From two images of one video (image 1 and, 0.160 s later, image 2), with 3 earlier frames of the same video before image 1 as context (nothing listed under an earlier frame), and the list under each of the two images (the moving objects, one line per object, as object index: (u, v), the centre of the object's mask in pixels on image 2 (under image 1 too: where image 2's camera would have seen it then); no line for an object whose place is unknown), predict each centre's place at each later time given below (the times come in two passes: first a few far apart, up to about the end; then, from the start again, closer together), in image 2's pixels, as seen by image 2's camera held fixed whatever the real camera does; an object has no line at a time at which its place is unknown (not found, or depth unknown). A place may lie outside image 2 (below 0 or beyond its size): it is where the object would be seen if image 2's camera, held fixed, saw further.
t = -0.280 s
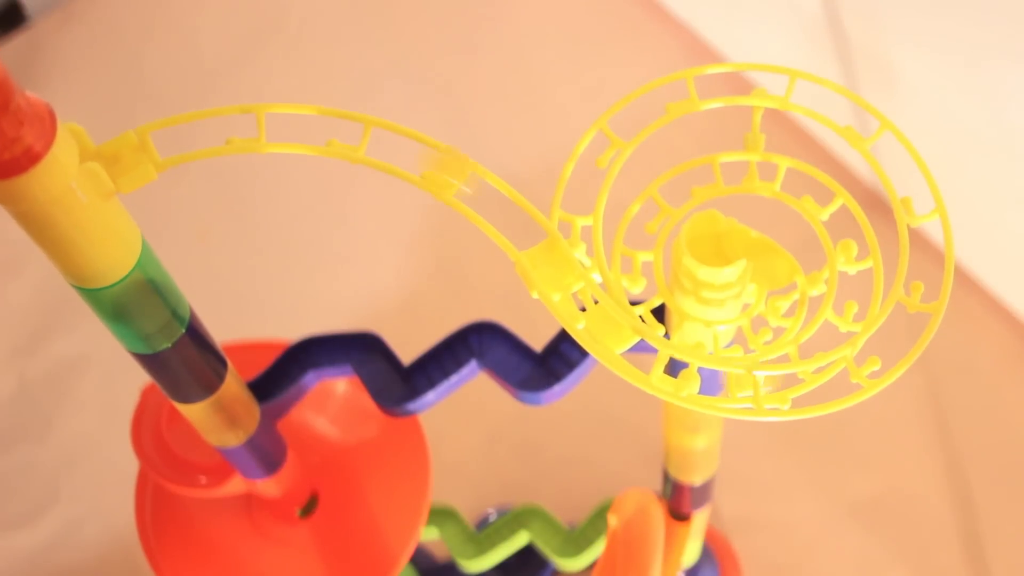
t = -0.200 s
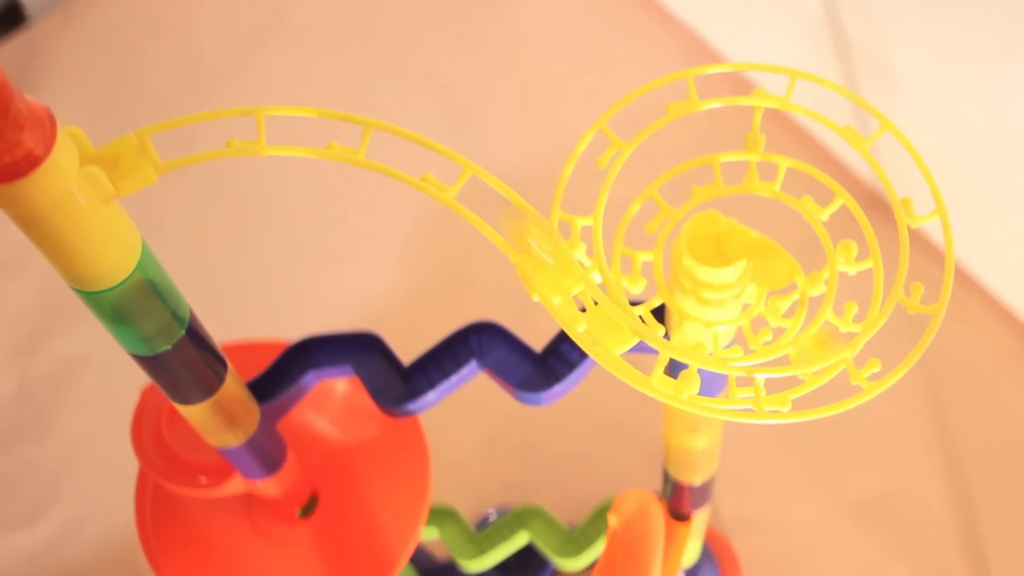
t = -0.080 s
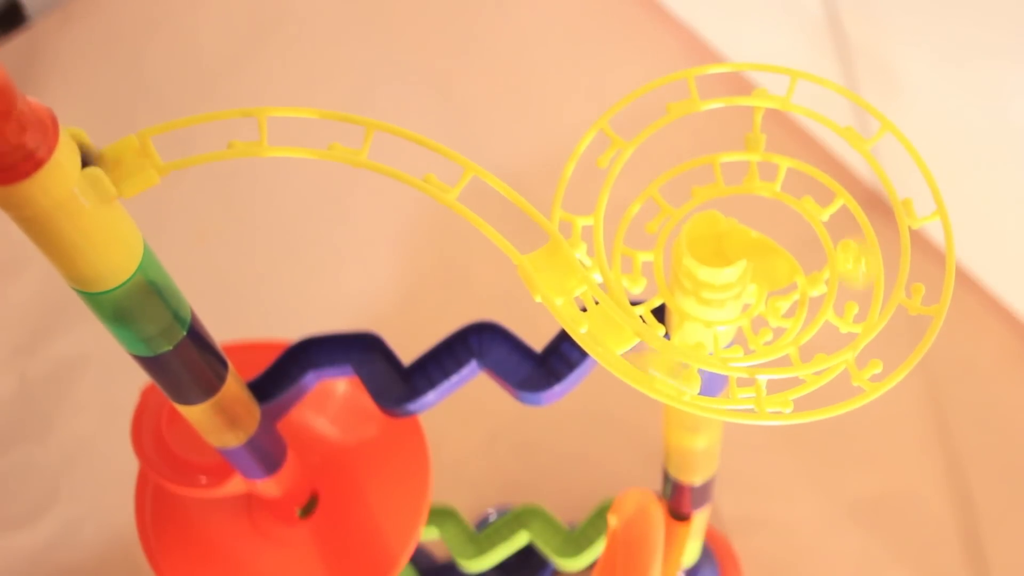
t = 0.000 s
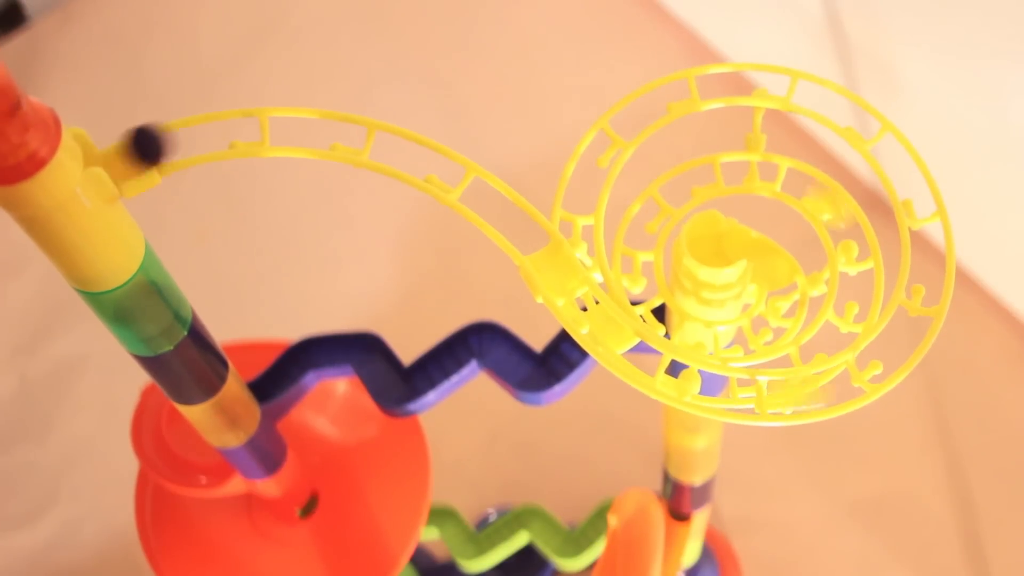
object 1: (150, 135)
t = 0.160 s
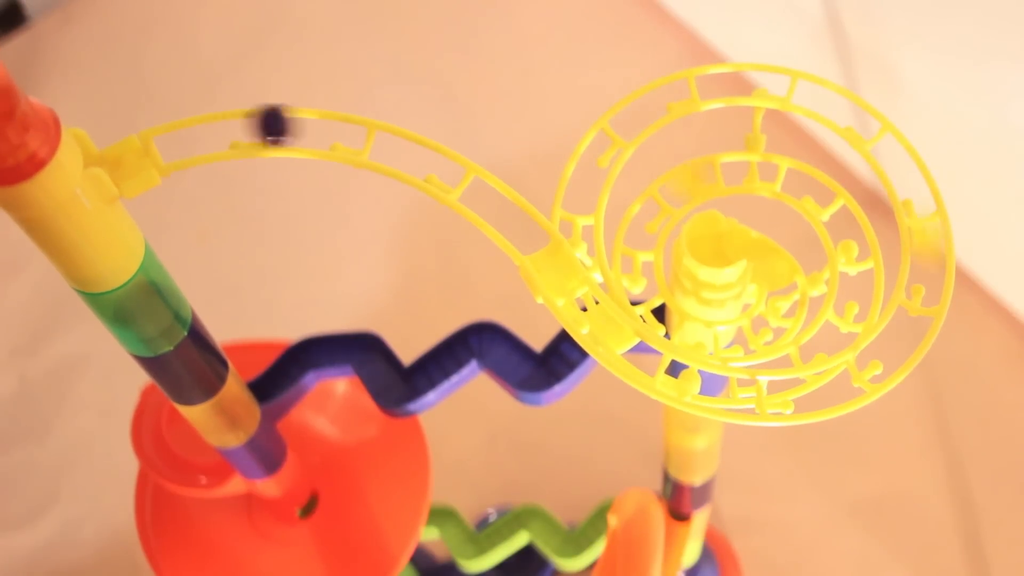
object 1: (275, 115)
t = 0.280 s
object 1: (396, 138)
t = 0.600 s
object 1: (783, 388)
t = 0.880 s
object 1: (877, 133)
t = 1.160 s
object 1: (615, 128)
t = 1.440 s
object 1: (663, 359)
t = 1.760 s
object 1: (853, 244)
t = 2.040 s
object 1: (640, 236)
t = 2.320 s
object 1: (779, 269)
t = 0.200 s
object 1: (312, 118)
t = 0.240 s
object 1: (355, 125)
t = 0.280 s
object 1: (396, 138)
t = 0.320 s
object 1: (440, 156)
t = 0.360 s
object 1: (483, 183)
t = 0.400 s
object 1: (526, 219)
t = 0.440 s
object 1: (565, 258)
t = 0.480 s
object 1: (603, 314)
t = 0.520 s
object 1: (650, 358)
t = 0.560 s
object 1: (715, 385)
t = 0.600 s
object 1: (783, 388)
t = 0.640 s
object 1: (844, 379)
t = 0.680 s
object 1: (893, 346)
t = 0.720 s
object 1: (922, 305)
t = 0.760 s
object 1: (933, 254)
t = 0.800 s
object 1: (926, 209)
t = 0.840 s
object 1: (906, 166)
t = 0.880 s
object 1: (877, 133)
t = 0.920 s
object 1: (845, 104)
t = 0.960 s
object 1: (805, 86)
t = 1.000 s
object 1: (762, 78)
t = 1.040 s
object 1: (722, 79)
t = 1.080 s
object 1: (681, 87)
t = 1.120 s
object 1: (646, 104)
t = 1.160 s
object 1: (615, 128)
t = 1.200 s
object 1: (593, 159)
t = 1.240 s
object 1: (579, 194)
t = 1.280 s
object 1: (577, 233)
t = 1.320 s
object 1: (593, 269)
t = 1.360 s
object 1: (596, 307)
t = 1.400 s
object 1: (621, 333)
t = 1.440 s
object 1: (663, 359)
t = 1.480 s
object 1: (684, 371)
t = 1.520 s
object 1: (732, 383)
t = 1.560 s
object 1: (774, 383)
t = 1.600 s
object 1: (802, 351)
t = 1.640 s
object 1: (829, 333)
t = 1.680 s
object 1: (849, 307)
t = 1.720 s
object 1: (856, 277)
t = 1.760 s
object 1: (853, 244)
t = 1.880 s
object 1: (775, 172)
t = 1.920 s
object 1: (735, 171)
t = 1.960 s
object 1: (695, 178)
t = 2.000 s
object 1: (659, 202)
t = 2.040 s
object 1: (640, 236)
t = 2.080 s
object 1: (638, 274)
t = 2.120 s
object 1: (656, 311)
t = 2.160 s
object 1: (687, 331)
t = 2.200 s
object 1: (731, 339)
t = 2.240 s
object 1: (764, 327)
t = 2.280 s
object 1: (783, 300)
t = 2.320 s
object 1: (779, 269)
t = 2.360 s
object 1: (756, 254)
